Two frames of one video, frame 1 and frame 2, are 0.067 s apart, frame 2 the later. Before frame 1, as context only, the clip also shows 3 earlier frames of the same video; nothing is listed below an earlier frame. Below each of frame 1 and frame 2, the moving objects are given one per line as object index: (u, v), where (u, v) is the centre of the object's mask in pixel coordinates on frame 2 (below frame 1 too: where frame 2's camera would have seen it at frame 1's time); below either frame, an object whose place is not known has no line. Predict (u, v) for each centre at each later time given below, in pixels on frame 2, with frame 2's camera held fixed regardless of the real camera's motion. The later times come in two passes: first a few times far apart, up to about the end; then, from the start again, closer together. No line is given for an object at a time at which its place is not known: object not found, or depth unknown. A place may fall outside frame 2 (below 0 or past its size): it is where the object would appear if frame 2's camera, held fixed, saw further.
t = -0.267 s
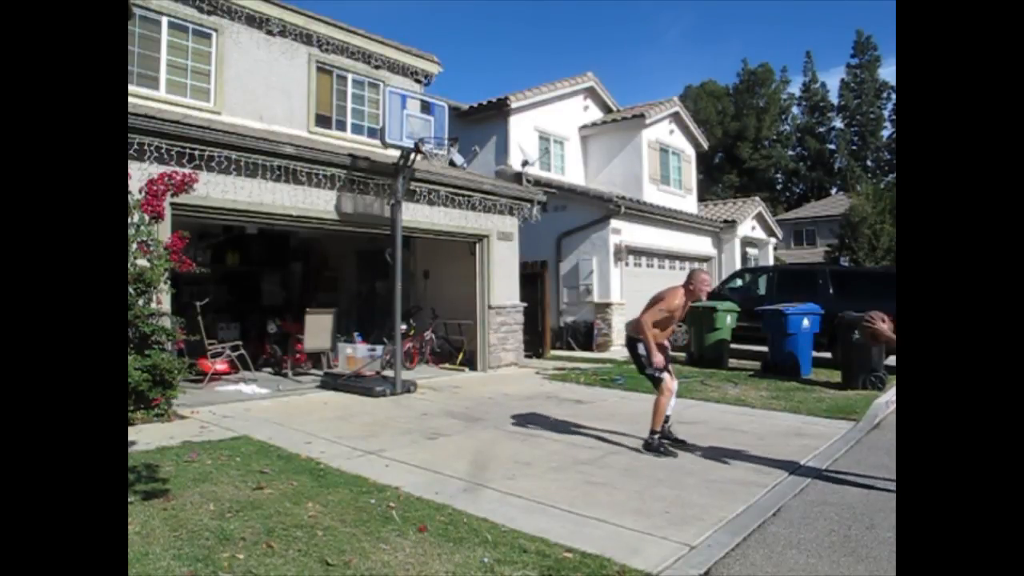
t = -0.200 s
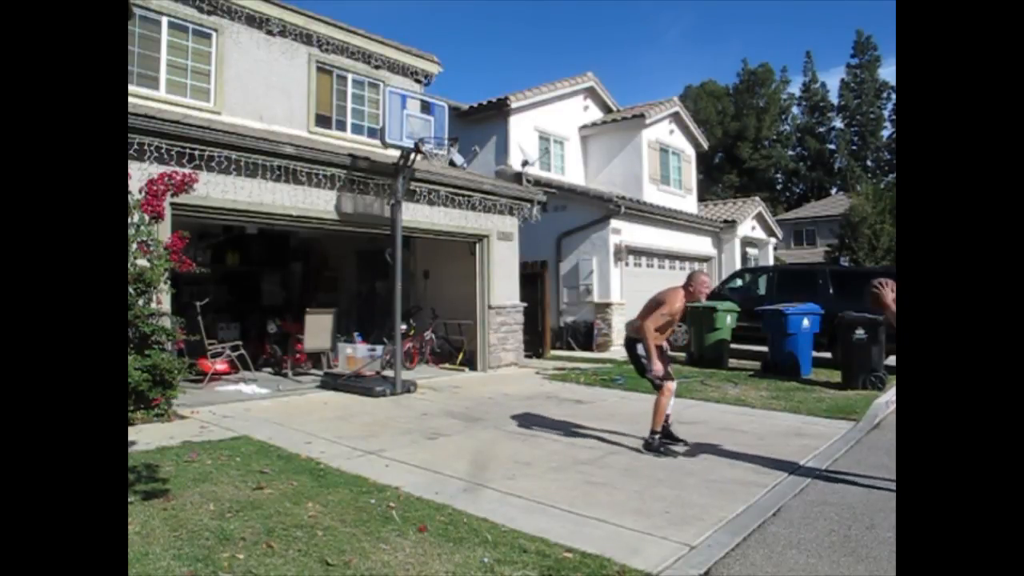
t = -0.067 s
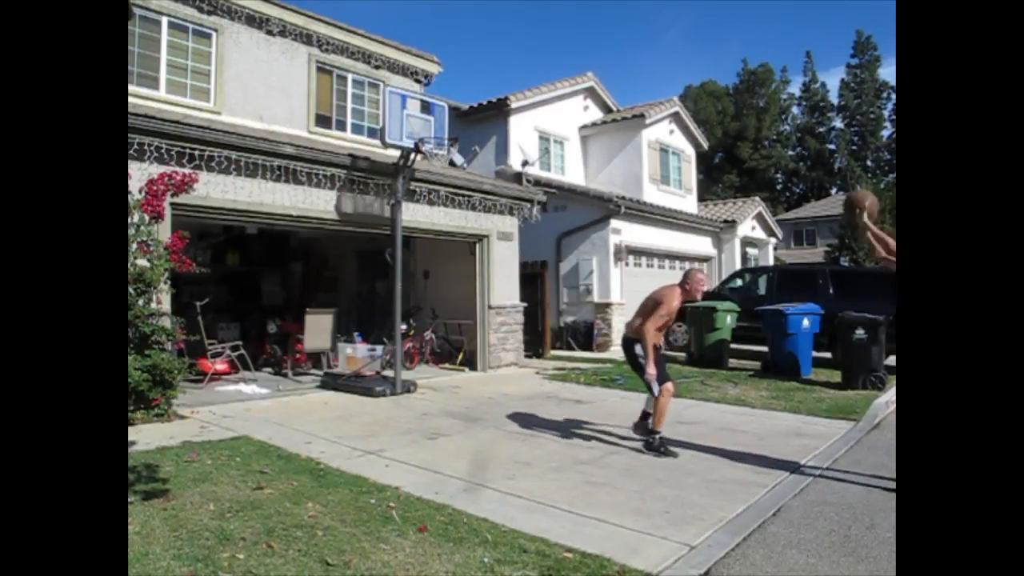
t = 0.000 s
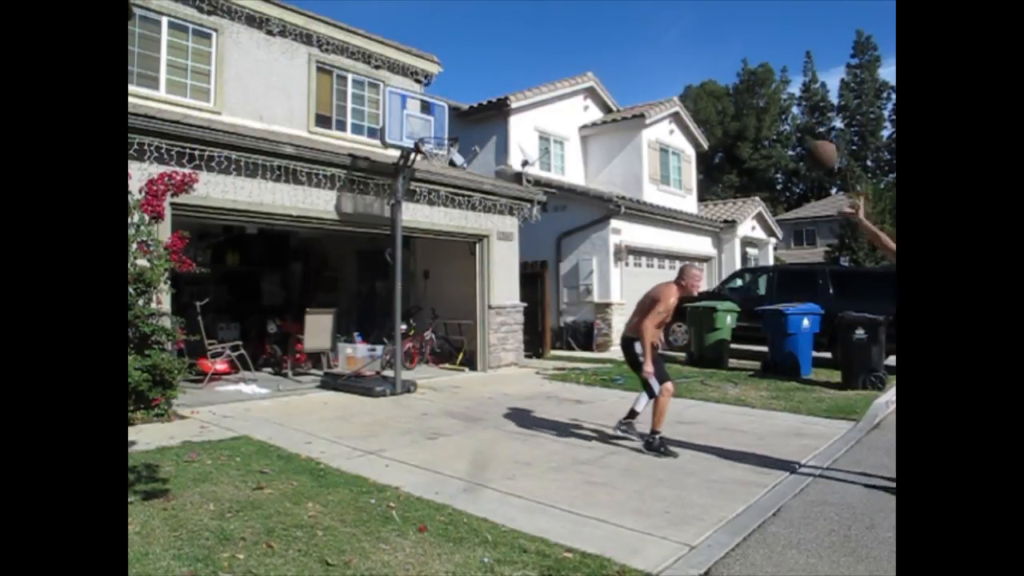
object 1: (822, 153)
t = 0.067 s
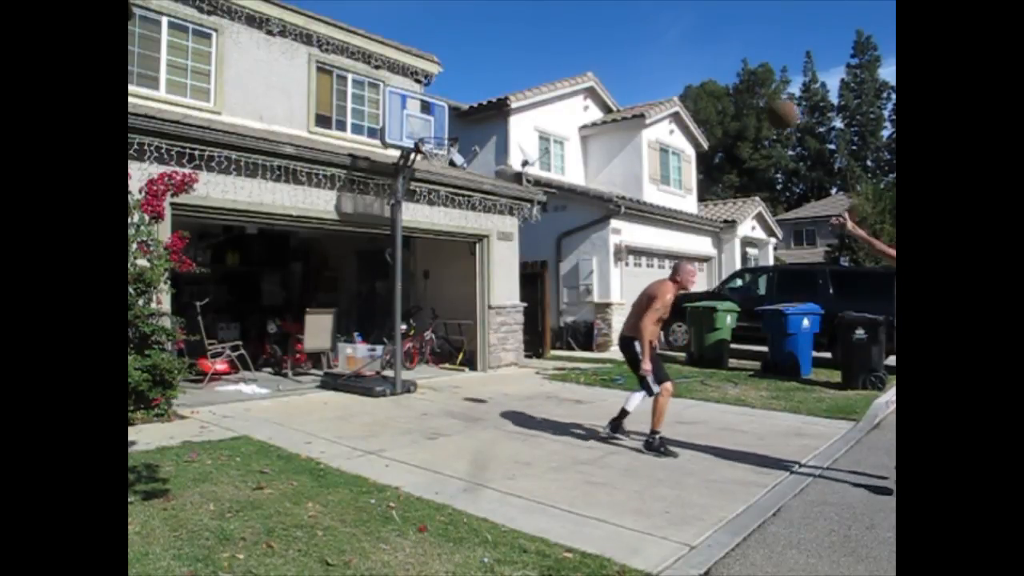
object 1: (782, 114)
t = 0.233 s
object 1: (697, 46)
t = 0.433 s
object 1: (613, 13)
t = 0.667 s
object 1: (533, 28)
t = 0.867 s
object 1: (476, 76)
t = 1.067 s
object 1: (430, 141)
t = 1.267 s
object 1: (433, 161)
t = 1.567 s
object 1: (458, 220)
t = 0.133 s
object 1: (746, 82)
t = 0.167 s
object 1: (729, 68)
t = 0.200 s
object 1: (712, 56)
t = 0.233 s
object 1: (697, 46)
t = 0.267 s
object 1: (682, 37)
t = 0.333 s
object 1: (653, 23)
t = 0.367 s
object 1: (639, 19)
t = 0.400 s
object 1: (626, 16)
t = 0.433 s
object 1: (613, 13)
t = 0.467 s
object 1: (600, 12)
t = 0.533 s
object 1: (576, 14)
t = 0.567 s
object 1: (565, 16)
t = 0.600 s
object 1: (554, 19)
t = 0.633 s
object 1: (543, 23)
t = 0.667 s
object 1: (533, 28)
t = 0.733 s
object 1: (513, 40)
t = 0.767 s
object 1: (503, 48)
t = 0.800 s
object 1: (494, 56)
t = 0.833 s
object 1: (485, 66)
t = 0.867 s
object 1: (476, 76)
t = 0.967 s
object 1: (451, 109)
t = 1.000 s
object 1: (442, 123)
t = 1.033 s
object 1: (435, 133)
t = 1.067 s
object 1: (430, 141)
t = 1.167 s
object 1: (426, 153)
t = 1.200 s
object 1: (428, 156)
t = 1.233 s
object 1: (430, 157)
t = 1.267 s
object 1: (433, 161)
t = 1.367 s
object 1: (441, 173)
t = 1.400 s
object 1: (444, 176)
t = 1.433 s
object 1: (447, 183)
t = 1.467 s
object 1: (450, 190)
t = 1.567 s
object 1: (458, 220)
